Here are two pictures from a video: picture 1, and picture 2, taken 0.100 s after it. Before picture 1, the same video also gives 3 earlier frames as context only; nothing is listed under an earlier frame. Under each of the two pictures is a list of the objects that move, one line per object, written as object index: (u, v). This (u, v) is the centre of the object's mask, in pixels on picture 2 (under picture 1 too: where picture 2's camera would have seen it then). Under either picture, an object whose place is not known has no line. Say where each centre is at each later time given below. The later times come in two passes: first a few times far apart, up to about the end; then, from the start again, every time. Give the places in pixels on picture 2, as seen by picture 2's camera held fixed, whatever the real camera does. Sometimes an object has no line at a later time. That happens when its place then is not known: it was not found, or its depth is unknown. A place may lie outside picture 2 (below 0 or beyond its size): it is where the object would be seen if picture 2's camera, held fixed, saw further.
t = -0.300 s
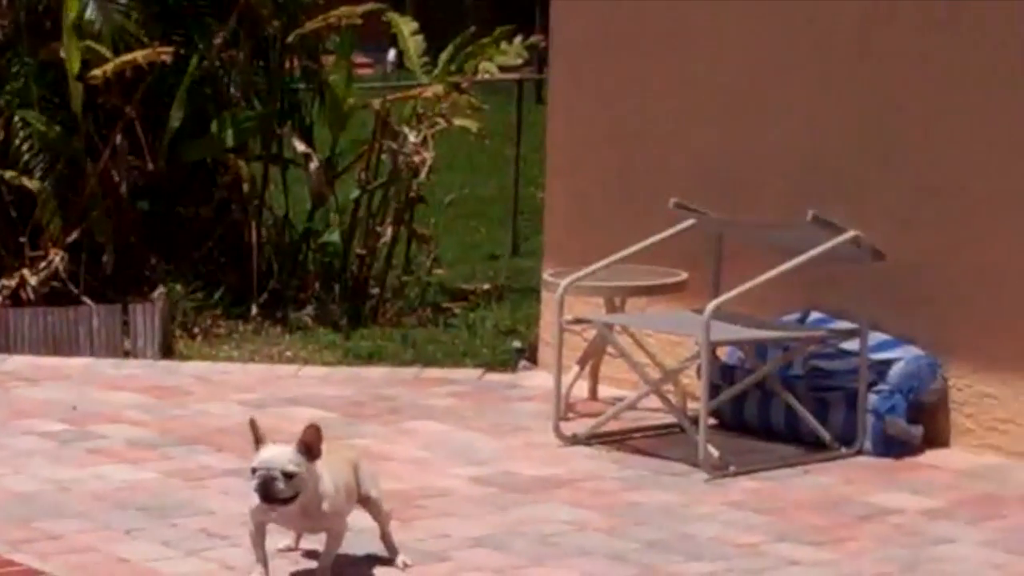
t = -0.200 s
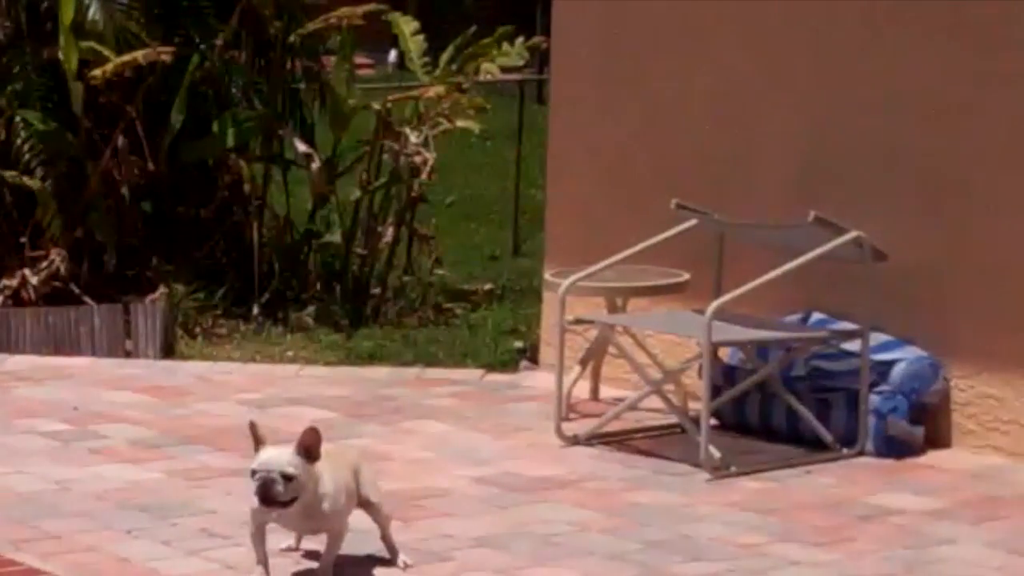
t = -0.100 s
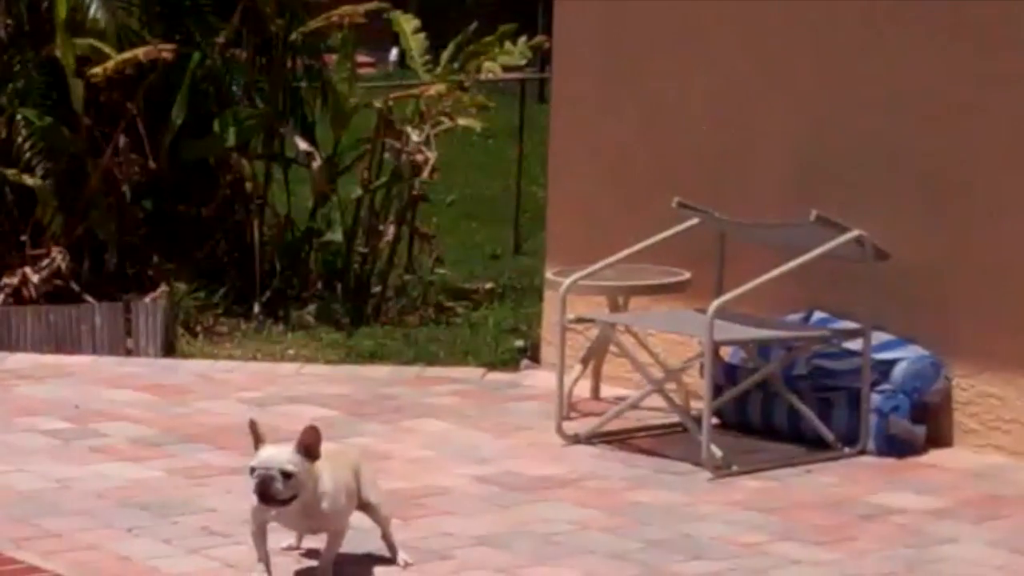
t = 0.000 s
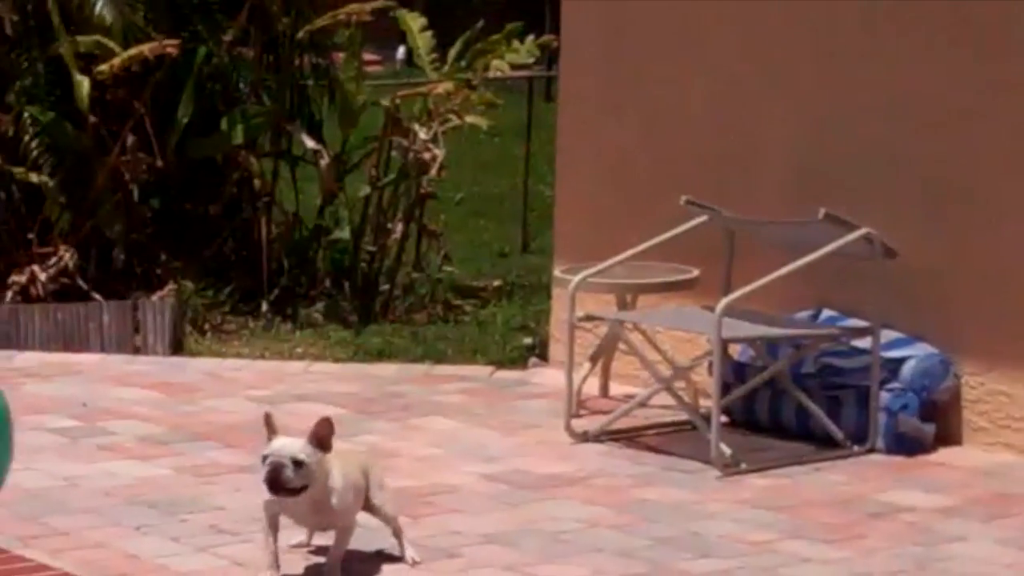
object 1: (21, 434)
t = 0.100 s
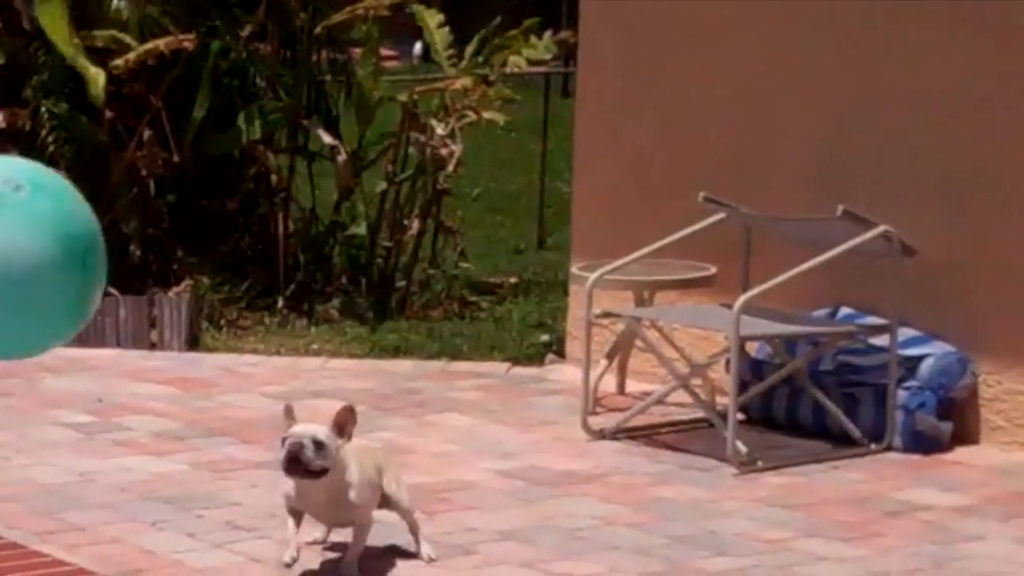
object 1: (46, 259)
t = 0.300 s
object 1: (129, 98)
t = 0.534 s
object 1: (221, 180)
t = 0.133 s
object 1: (55, 215)
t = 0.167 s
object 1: (66, 178)
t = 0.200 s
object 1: (77, 147)
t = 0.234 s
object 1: (91, 124)
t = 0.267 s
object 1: (111, 107)
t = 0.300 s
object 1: (129, 98)
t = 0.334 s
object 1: (146, 95)
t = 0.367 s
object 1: (160, 96)
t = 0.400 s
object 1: (174, 104)
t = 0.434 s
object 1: (187, 116)
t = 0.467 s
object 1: (200, 134)
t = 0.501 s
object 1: (211, 155)
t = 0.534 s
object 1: (221, 180)
